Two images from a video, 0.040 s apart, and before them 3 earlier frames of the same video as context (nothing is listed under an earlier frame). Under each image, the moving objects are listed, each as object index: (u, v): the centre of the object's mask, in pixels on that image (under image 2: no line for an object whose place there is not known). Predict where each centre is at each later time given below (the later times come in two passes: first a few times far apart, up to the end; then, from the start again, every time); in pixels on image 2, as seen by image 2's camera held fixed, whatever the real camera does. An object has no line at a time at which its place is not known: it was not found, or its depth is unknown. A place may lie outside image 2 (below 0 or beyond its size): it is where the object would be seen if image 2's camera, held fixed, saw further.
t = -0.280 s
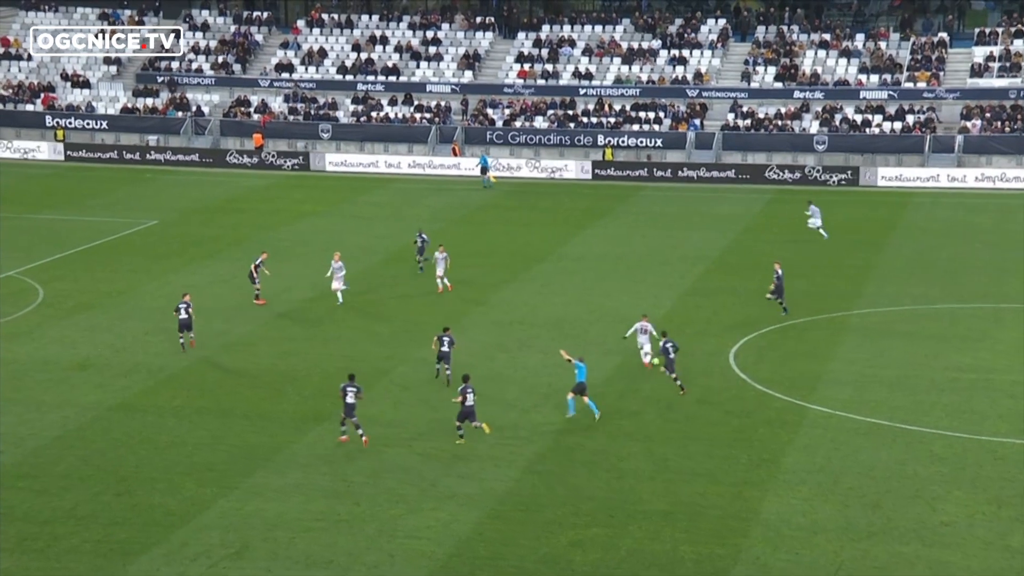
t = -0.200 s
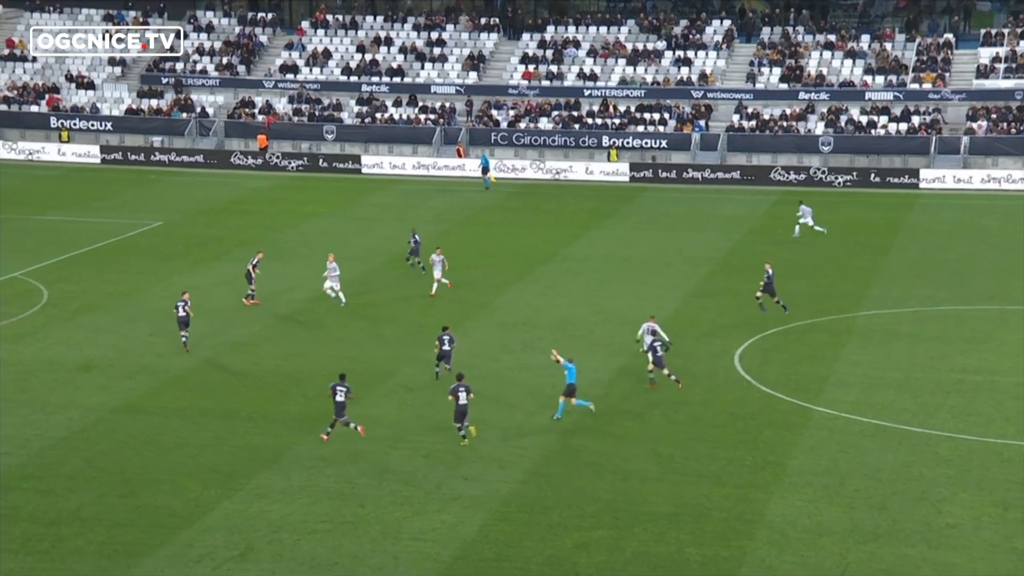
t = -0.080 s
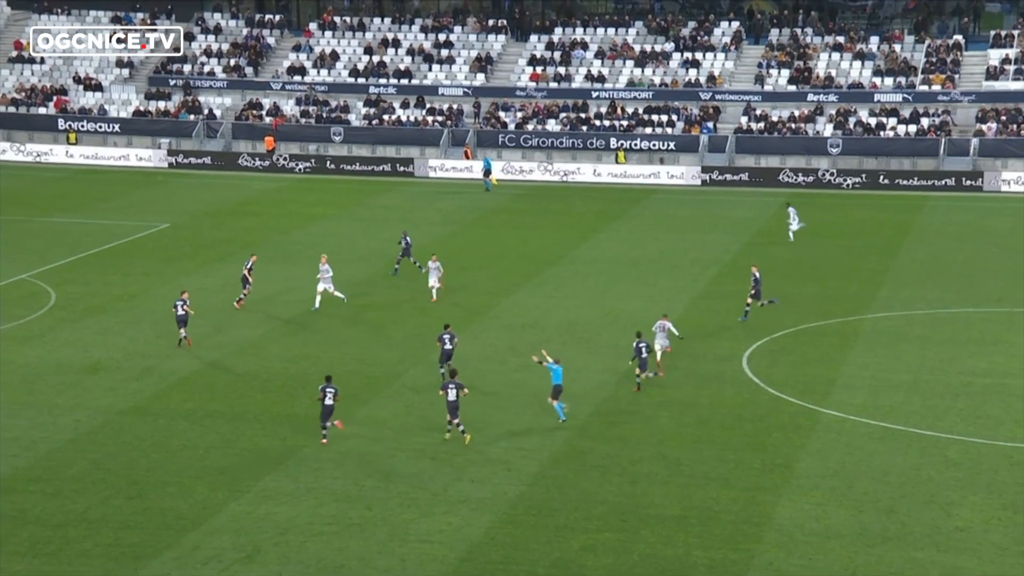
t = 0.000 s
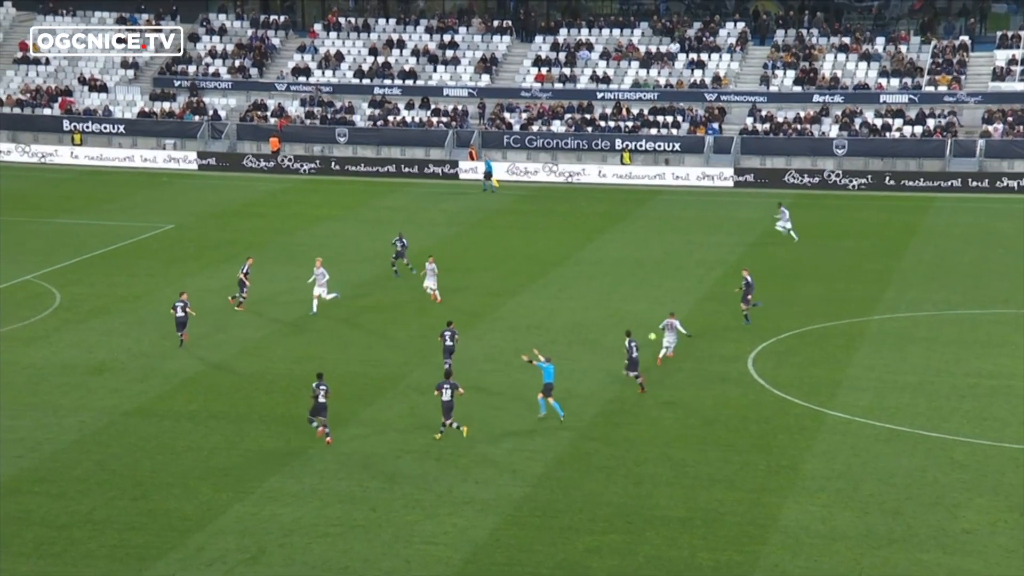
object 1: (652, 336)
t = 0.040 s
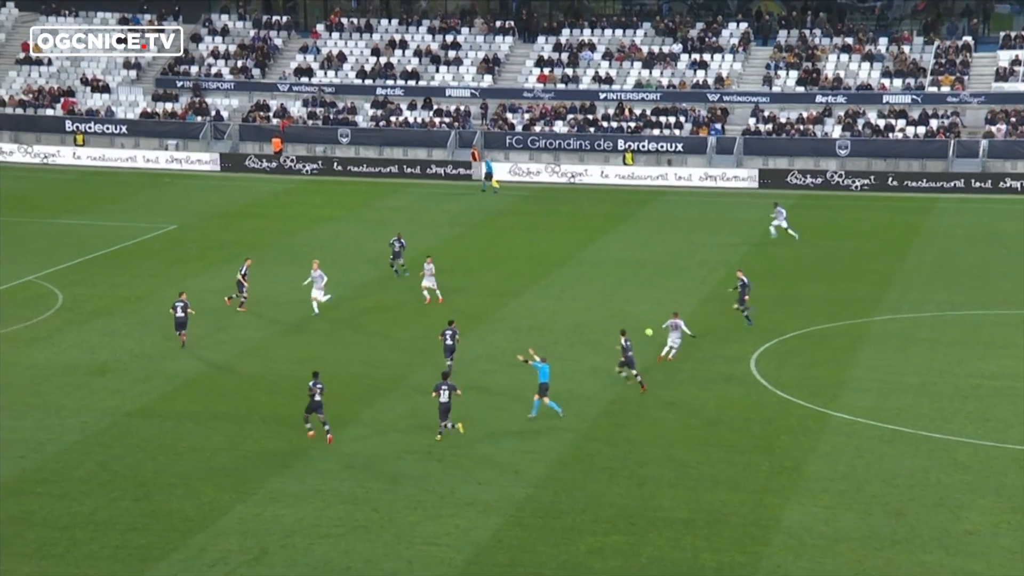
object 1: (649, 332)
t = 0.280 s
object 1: (617, 302)
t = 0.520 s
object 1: (587, 284)
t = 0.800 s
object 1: (557, 265)
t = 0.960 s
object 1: (542, 258)
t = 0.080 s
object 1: (643, 327)
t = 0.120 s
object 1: (638, 324)
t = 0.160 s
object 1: (632, 319)
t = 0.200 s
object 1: (627, 312)
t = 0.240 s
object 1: (622, 307)
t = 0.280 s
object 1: (617, 302)
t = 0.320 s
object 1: (612, 298)
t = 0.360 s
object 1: (607, 295)
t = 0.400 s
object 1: (602, 293)
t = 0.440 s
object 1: (597, 291)
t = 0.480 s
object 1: (592, 288)
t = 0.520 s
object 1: (587, 284)
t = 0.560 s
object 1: (583, 280)
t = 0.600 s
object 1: (578, 276)
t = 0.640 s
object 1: (574, 274)
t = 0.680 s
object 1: (569, 273)
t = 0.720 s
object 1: (565, 271)
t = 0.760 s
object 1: (561, 268)
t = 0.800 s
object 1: (557, 265)
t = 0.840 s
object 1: (553, 262)
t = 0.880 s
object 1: (550, 261)
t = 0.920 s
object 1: (546, 259)
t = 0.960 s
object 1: (542, 258)
